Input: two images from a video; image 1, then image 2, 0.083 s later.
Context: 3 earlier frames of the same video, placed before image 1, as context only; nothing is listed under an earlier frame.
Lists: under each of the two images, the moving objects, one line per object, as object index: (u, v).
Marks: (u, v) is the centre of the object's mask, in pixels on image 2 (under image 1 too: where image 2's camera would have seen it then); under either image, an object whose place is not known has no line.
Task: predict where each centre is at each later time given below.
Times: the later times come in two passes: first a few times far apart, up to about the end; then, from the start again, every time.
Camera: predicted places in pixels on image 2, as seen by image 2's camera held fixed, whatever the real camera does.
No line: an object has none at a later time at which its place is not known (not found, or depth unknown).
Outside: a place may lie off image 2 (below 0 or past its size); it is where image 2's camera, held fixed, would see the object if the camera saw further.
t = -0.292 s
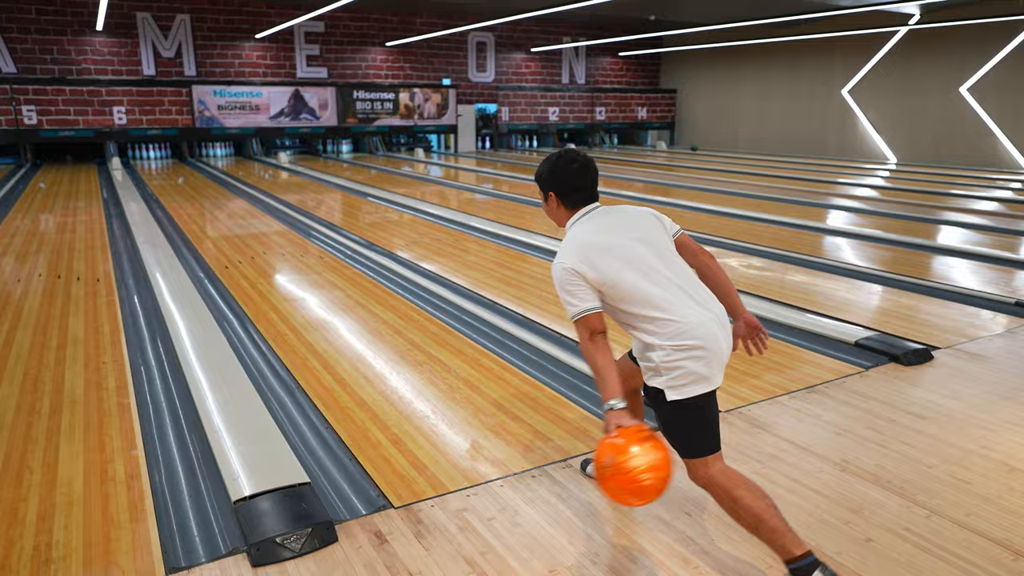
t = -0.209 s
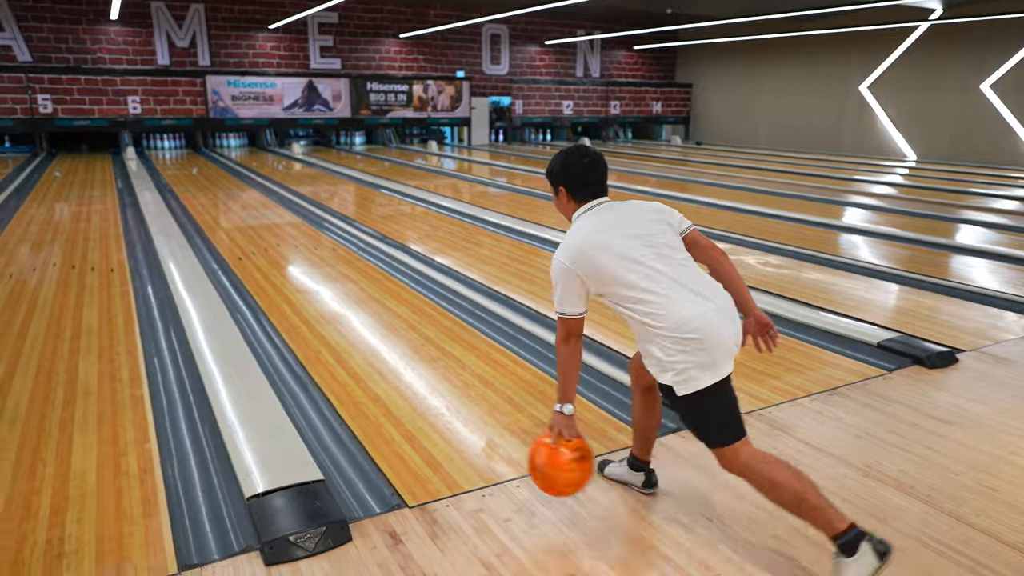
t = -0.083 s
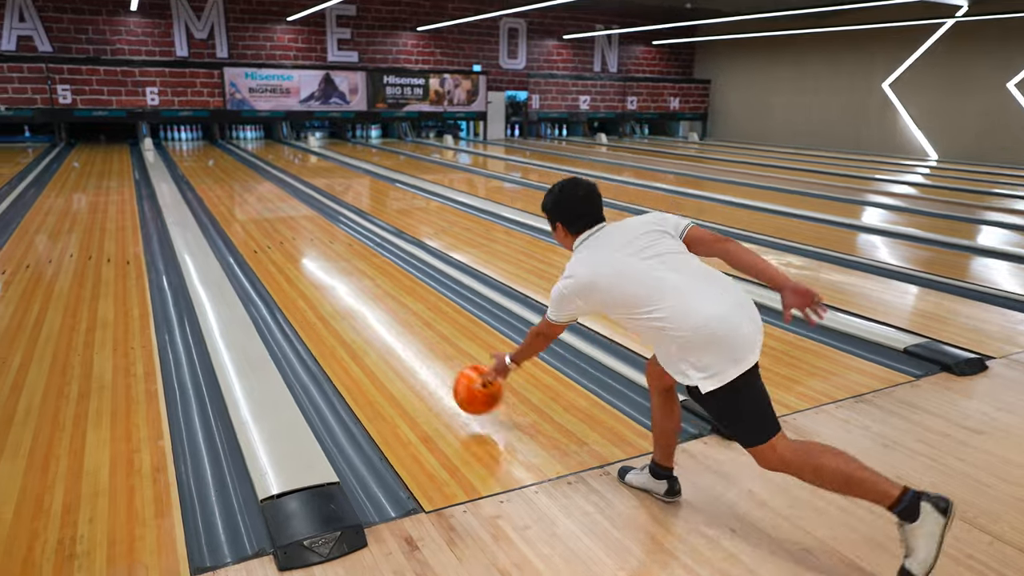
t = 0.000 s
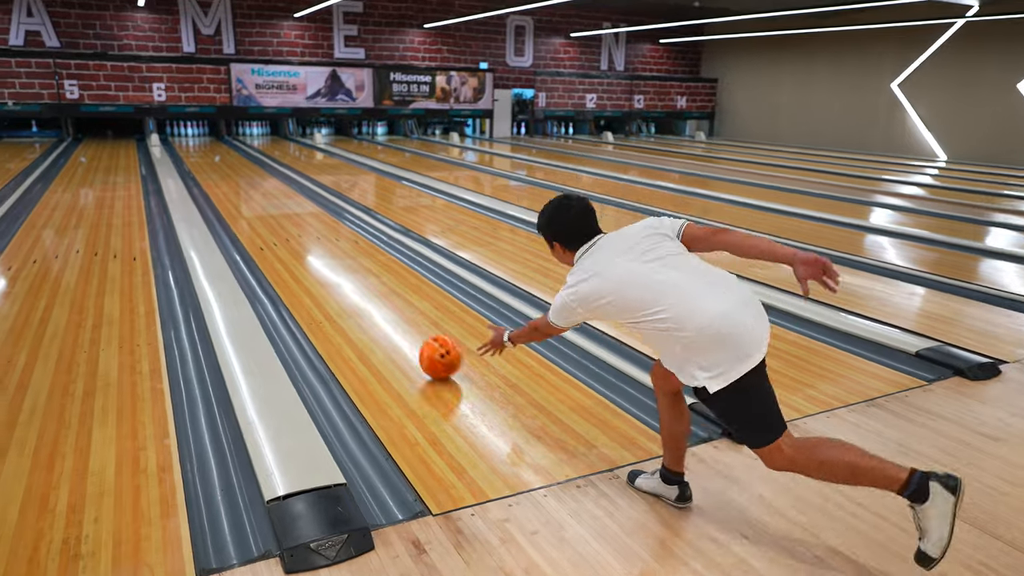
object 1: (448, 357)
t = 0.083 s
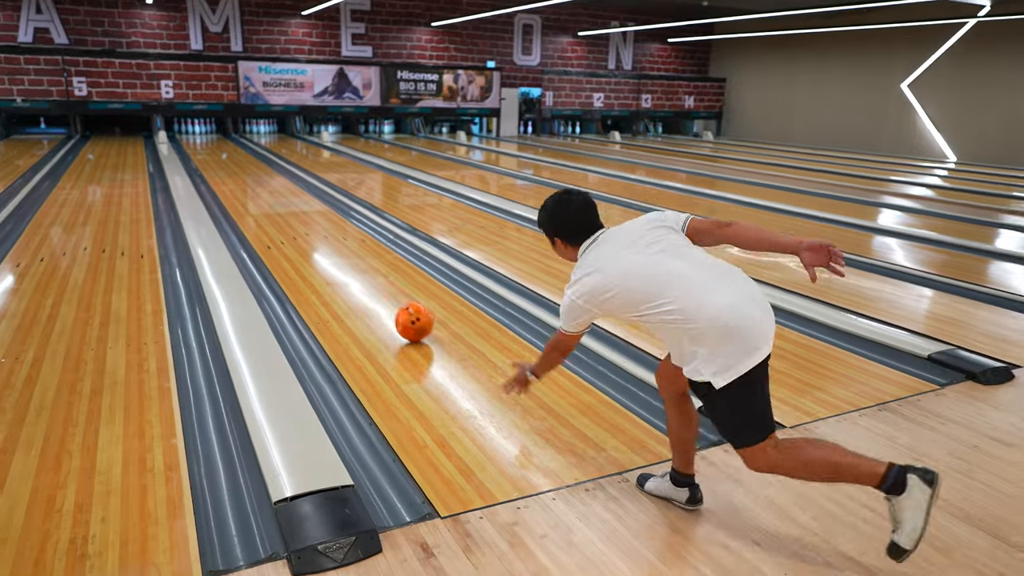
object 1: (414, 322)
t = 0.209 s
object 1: (376, 284)
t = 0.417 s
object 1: (335, 241)
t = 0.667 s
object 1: (303, 210)
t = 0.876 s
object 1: (284, 191)
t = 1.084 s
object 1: (271, 178)
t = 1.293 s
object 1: (261, 166)
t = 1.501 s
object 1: (253, 158)
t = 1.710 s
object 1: (246, 152)
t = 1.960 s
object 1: (239, 145)
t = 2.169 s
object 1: (235, 141)
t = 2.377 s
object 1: (231, 136)
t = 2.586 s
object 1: (230, 135)
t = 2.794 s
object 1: (226, 133)
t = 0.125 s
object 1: (400, 307)
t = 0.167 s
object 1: (388, 295)
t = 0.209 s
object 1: (376, 284)
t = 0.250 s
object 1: (366, 273)
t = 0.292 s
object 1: (357, 264)
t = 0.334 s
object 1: (349, 256)
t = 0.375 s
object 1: (342, 248)
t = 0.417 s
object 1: (335, 241)
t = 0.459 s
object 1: (328, 235)
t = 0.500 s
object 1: (322, 229)
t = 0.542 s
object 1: (317, 223)
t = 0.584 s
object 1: (311, 219)
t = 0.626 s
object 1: (307, 214)
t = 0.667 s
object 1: (303, 210)
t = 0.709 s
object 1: (299, 205)
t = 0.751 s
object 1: (295, 201)
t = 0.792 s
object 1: (292, 198)
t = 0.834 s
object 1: (288, 194)
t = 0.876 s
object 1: (284, 191)
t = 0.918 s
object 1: (282, 188)
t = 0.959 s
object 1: (279, 185)
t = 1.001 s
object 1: (276, 182)
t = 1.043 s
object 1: (273, 180)
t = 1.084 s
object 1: (271, 178)
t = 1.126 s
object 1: (269, 175)
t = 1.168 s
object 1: (267, 173)
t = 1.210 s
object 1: (265, 171)
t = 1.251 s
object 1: (263, 169)
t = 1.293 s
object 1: (261, 166)
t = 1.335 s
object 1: (259, 165)
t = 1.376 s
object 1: (257, 163)
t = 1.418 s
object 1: (256, 162)
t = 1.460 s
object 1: (254, 160)
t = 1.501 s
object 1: (253, 158)
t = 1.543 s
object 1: (251, 157)
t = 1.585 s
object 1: (250, 156)
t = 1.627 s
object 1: (249, 155)
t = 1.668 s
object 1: (247, 153)
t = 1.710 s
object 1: (246, 152)
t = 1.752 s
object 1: (245, 151)
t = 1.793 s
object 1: (243, 149)
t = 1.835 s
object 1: (242, 148)
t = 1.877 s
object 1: (241, 147)
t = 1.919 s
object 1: (240, 146)
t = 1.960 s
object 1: (239, 145)
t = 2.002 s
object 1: (238, 144)
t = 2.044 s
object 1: (237, 143)
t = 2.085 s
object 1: (236, 142)
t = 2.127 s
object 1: (235, 141)
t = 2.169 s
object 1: (235, 141)
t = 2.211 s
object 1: (235, 140)
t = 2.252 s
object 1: (234, 139)
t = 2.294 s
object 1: (233, 138)
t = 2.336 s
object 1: (232, 137)
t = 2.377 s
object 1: (231, 136)
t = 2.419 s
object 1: (231, 136)
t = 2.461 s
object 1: (230, 135)
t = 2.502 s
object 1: (230, 135)
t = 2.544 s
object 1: (230, 135)
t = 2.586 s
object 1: (230, 135)
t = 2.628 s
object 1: (230, 135)
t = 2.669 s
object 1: (229, 134)
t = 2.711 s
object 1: (228, 133)
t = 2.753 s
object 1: (227, 133)
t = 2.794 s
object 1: (226, 133)
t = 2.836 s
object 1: (226, 132)
